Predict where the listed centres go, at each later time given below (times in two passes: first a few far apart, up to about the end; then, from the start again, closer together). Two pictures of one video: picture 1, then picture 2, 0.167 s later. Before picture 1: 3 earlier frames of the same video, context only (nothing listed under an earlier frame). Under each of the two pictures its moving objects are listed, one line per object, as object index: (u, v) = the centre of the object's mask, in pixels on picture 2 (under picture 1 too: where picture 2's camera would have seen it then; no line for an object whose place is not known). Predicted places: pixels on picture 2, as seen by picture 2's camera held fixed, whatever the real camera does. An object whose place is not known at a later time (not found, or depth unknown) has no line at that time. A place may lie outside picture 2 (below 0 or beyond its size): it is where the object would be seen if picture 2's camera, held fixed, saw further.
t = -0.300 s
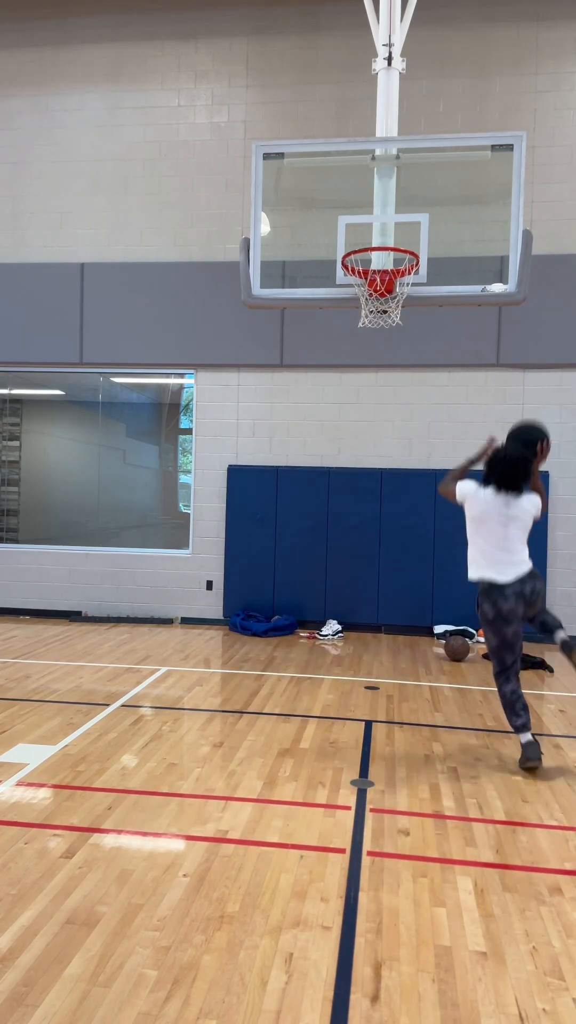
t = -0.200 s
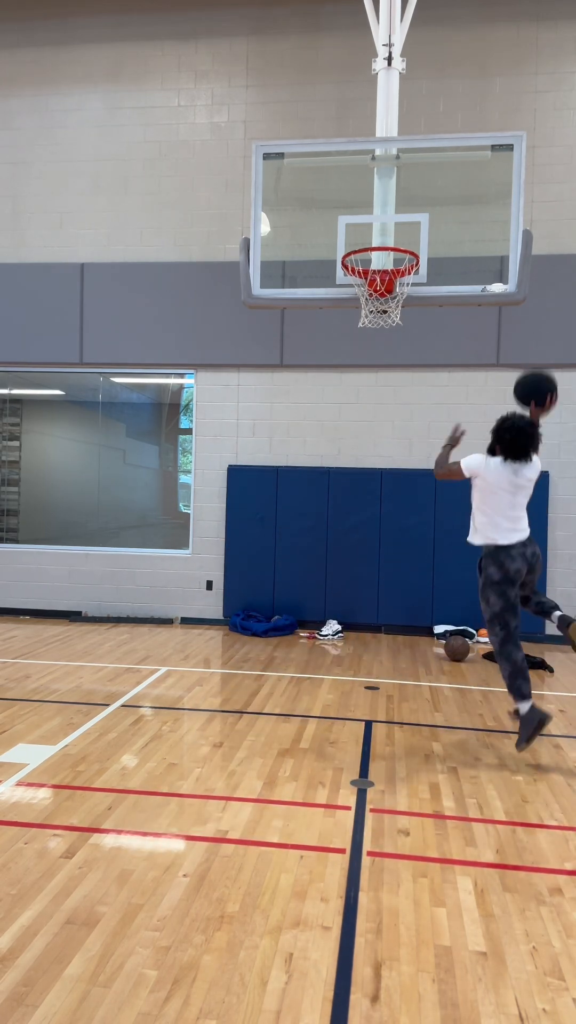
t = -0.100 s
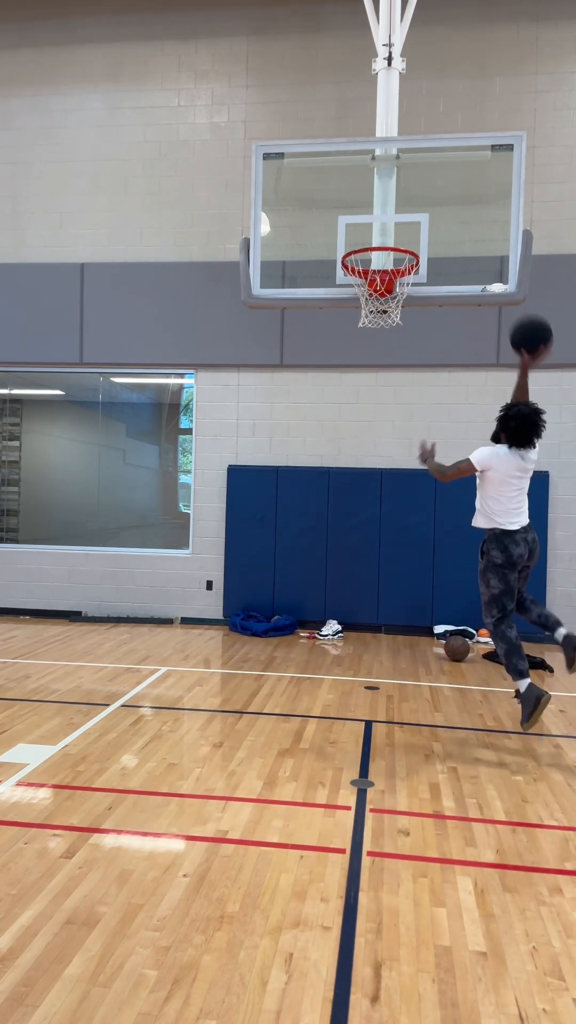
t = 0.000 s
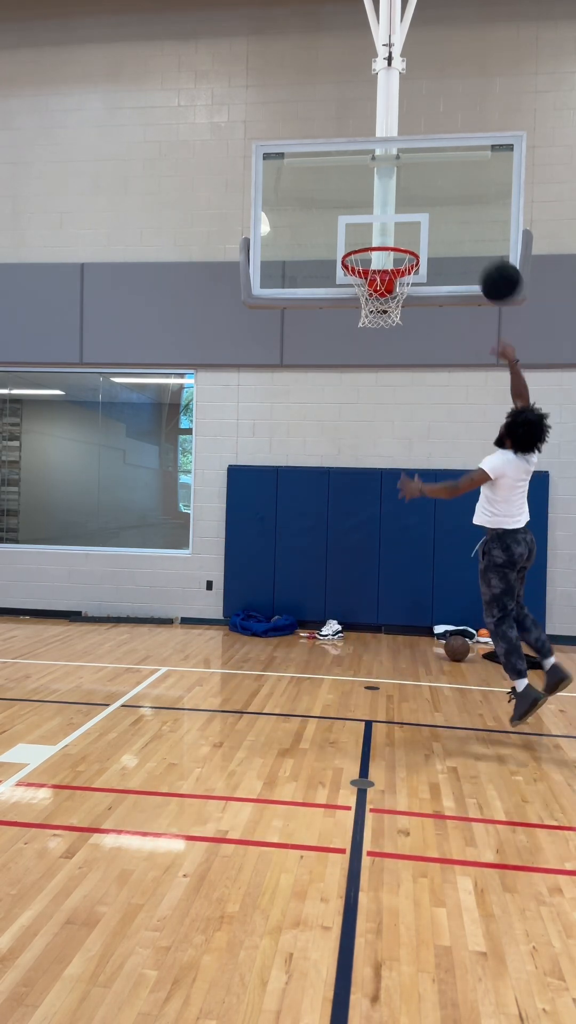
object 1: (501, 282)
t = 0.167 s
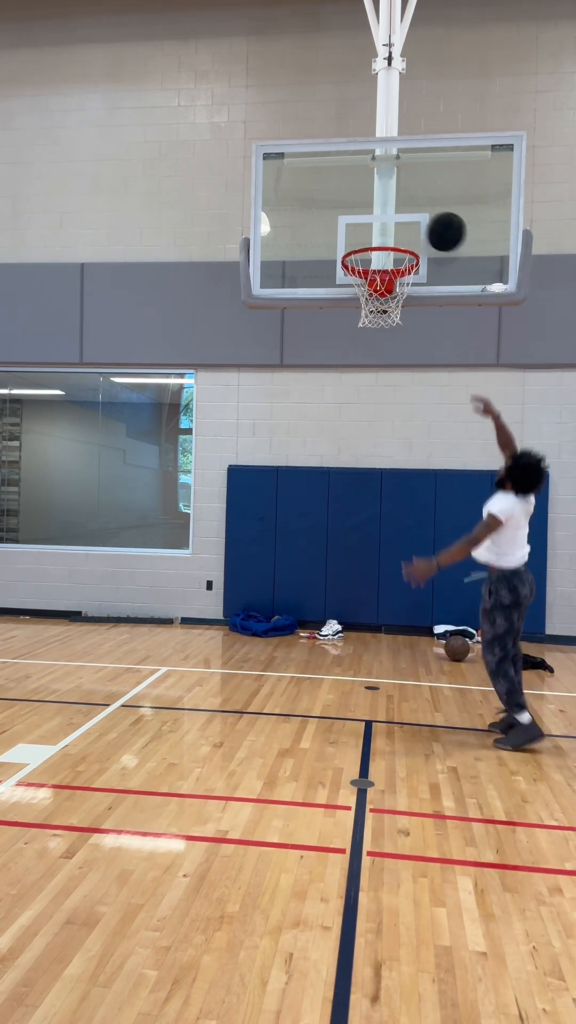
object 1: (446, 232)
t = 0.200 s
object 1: (436, 228)
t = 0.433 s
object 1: (396, 234)
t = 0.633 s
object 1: (362, 305)
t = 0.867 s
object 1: (354, 400)
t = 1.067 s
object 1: (345, 557)
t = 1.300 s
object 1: (337, 694)
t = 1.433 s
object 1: (343, 606)
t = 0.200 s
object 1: (436, 228)
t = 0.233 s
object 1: (429, 225)
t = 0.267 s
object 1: (424, 223)
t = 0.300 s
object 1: (418, 222)
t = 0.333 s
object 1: (413, 223)
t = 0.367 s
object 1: (407, 227)
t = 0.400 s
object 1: (402, 230)
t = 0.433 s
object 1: (396, 234)
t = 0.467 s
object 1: (390, 246)
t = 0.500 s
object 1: (383, 257)
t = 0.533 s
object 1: (377, 270)
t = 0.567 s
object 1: (371, 282)
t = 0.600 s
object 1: (365, 298)
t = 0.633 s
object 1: (362, 305)
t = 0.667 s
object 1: (362, 314)
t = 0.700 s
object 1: (361, 324)
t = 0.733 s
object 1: (359, 335)
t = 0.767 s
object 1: (358, 349)
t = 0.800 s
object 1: (357, 364)
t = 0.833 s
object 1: (356, 381)
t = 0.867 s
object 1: (354, 400)
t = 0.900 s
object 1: (353, 422)
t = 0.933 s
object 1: (351, 444)
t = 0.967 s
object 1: (350, 470)
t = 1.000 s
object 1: (348, 497)
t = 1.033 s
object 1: (347, 527)
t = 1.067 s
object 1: (345, 557)
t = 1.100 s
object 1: (342, 590)
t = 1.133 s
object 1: (340, 619)
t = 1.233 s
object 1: (335, 742)
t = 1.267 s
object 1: (336, 722)
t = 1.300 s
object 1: (337, 694)
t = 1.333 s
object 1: (339, 669)
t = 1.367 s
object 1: (340, 645)
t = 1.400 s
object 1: (342, 625)
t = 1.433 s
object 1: (343, 606)
